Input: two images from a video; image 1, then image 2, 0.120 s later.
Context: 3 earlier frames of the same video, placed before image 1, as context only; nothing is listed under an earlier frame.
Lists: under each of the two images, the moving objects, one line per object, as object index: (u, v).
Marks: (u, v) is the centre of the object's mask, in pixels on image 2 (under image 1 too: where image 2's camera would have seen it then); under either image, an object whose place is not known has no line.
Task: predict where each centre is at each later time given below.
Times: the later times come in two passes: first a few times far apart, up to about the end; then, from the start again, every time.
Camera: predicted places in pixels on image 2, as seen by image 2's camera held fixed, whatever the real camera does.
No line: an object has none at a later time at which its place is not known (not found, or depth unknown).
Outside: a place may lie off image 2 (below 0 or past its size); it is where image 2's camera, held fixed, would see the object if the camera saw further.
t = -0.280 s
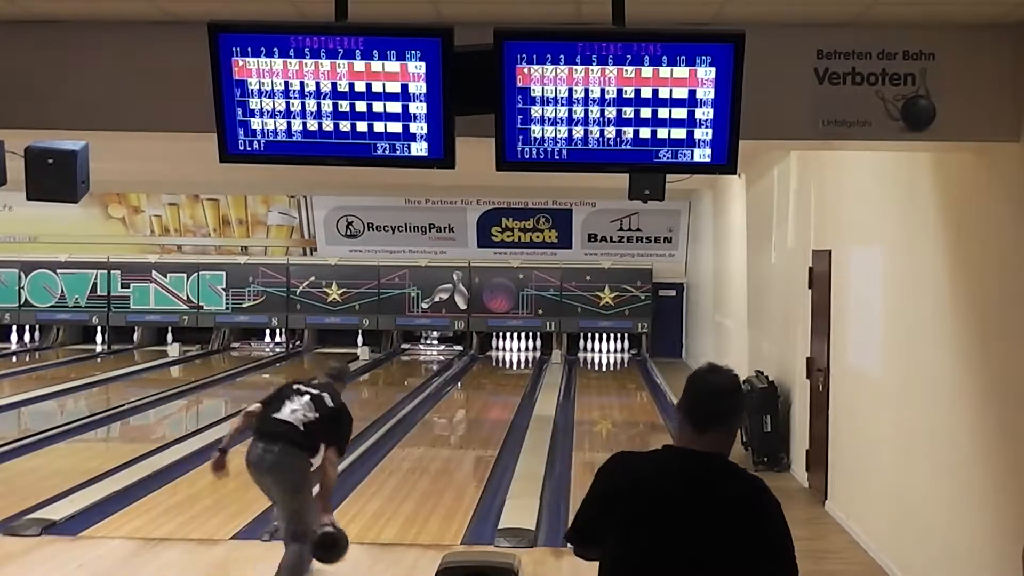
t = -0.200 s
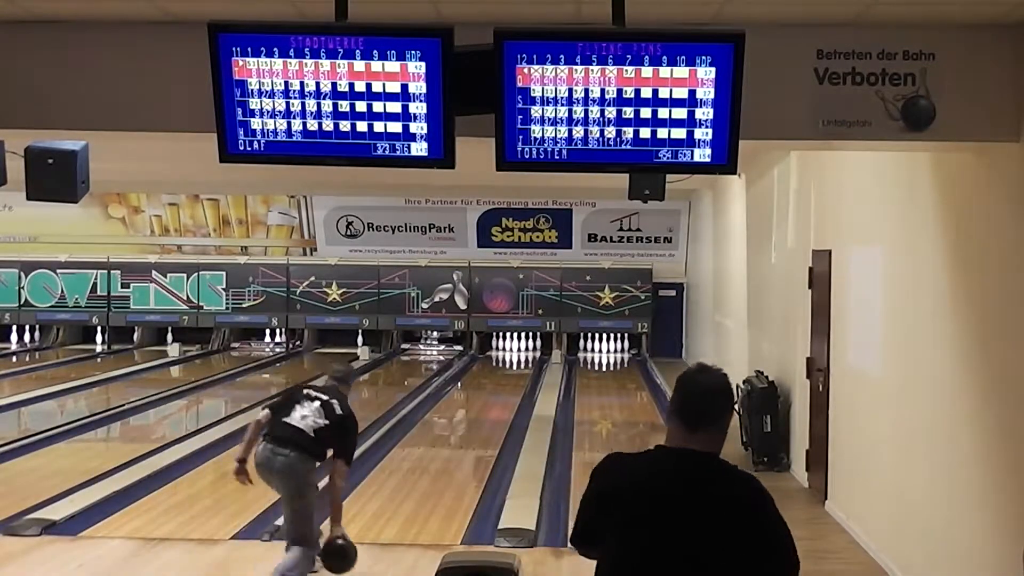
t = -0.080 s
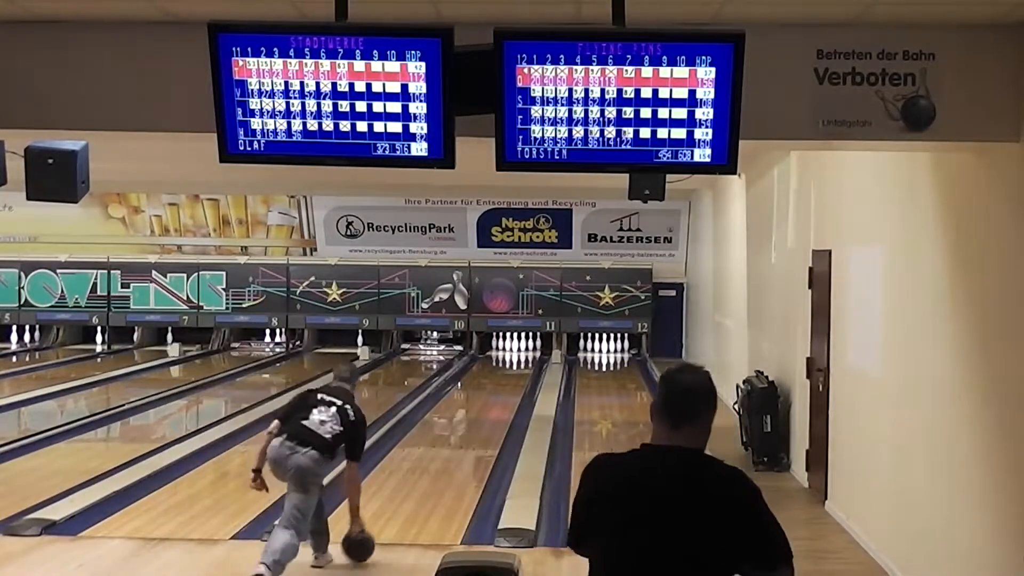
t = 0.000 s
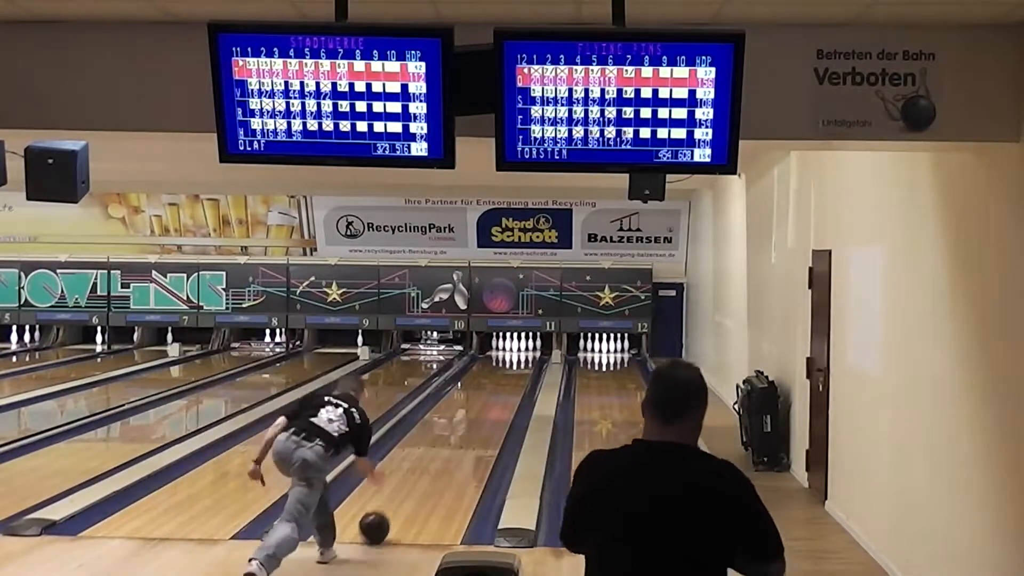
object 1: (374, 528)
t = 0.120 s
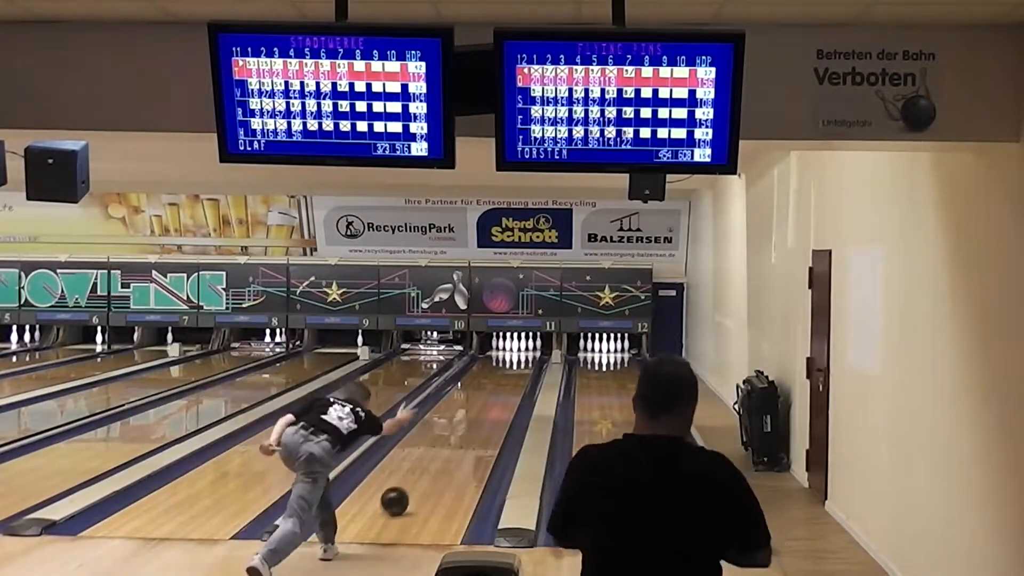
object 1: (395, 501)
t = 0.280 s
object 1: (417, 474)
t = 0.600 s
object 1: (449, 434)
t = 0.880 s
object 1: (469, 410)
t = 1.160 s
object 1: (484, 392)
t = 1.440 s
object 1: (496, 379)
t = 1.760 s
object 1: (508, 366)
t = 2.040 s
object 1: (516, 357)
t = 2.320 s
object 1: (523, 350)
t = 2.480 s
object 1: (530, 347)
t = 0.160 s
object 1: (401, 494)
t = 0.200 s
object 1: (407, 487)
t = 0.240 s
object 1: (412, 480)
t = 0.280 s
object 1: (417, 474)
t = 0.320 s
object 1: (422, 468)
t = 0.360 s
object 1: (426, 462)
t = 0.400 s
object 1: (430, 456)
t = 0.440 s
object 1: (434, 452)
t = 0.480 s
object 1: (440, 447)
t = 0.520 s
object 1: (442, 442)
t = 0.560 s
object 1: (445, 438)
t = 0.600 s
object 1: (449, 434)
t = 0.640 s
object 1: (452, 430)
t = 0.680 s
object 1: (455, 426)
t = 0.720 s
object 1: (458, 422)
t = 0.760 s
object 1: (461, 419)
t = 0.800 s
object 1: (464, 416)
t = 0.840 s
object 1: (466, 413)
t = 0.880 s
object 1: (469, 410)
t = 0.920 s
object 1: (471, 408)
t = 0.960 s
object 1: (473, 406)
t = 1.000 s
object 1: (475, 402)
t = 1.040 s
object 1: (477, 400)
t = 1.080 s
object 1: (480, 398)
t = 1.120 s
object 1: (482, 395)
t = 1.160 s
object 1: (484, 392)
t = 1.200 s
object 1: (486, 390)
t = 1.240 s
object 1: (488, 388)
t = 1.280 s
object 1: (490, 386)
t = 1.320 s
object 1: (491, 384)
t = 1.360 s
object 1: (493, 382)
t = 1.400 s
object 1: (495, 381)
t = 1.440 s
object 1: (496, 379)
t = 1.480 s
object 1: (497, 378)
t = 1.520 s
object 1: (499, 377)
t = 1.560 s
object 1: (501, 376)
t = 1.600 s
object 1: (503, 372)
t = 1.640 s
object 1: (504, 371)
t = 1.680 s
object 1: (505, 368)
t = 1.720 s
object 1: (506, 367)
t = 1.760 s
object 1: (508, 366)
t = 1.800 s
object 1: (509, 363)
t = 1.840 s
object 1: (511, 363)
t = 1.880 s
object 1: (511, 361)
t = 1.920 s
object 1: (513, 361)
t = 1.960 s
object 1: (514, 358)
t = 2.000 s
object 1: (515, 358)
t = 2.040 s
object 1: (516, 357)
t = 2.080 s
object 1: (517, 355)
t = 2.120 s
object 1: (518, 354)
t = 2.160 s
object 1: (520, 353)
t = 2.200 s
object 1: (520, 351)
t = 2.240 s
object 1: (521, 351)
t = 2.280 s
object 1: (522, 350)
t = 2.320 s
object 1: (523, 350)
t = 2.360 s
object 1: (524, 349)
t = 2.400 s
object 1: (525, 348)
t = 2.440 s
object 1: (528, 346)
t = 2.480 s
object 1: (530, 347)
